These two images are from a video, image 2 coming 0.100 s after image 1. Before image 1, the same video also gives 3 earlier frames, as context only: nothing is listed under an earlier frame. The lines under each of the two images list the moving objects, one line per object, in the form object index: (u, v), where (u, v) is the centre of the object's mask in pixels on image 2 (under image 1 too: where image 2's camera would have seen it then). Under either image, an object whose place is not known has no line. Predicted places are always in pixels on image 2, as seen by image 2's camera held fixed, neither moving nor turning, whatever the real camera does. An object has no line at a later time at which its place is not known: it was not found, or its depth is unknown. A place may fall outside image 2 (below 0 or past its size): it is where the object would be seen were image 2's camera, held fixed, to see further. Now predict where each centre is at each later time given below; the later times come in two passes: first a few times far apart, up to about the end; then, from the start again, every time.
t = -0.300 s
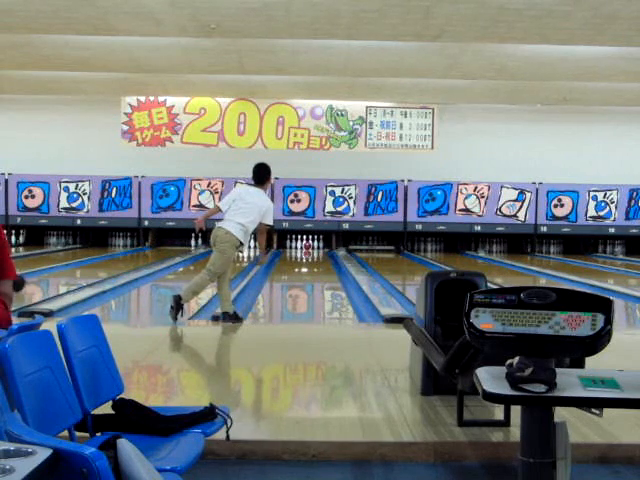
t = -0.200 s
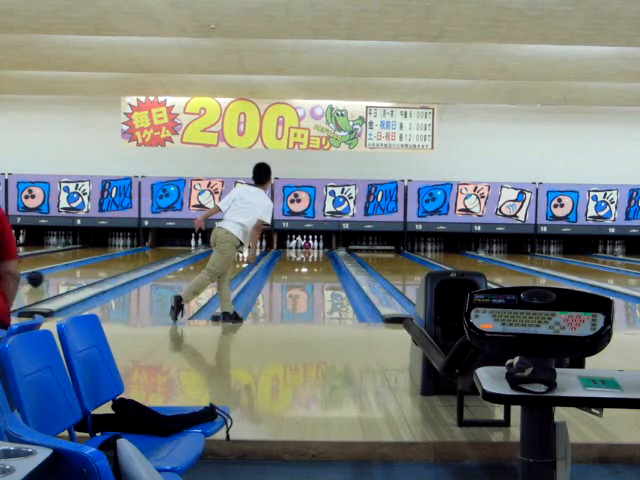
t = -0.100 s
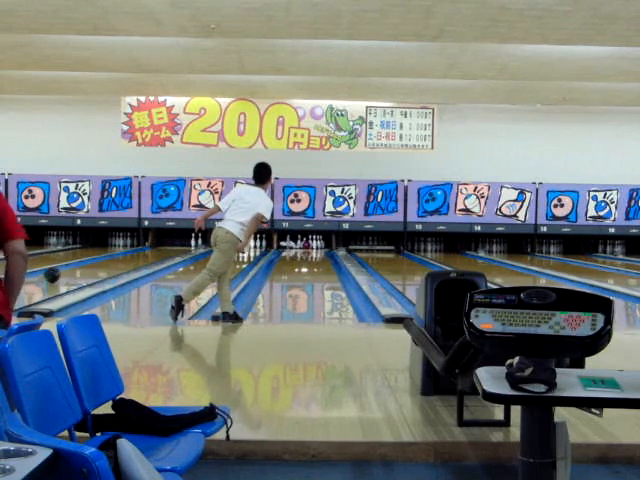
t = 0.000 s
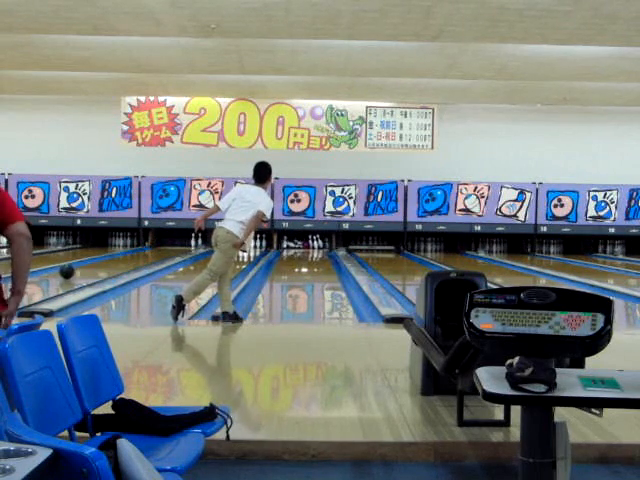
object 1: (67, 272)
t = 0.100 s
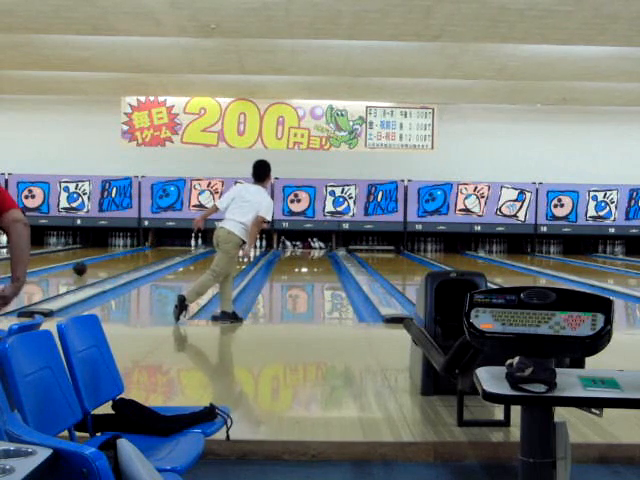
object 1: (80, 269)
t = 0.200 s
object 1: (92, 266)
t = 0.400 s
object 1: (112, 261)
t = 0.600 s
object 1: (130, 258)
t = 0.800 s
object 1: (144, 255)
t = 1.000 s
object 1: (155, 251)
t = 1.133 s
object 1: (163, 250)
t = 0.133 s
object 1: (84, 268)
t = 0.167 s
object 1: (88, 267)
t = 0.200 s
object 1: (92, 266)
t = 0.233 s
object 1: (95, 265)
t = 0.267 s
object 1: (99, 264)
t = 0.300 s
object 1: (103, 263)
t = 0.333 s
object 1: (106, 263)
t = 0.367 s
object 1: (109, 262)
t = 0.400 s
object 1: (112, 261)
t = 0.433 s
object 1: (115, 261)
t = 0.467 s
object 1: (119, 260)
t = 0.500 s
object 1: (122, 260)
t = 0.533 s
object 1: (124, 259)
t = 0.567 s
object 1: (127, 259)
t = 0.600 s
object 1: (130, 258)
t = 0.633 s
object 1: (132, 257)
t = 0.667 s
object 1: (135, 257)
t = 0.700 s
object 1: (137, 257)
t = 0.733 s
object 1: (139, 256)
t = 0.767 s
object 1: (142, 256)
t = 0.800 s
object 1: (144, 255)
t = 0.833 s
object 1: (146, 254)
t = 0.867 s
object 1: (149, 253)
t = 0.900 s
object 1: (151, 253)
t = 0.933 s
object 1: (153, 252)
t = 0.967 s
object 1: (154, 252)
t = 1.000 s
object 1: (155, 251)
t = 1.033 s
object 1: (157, 251)
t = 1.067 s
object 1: (159, 250)
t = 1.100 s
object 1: (160, 250)
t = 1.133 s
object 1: (163, 250)
